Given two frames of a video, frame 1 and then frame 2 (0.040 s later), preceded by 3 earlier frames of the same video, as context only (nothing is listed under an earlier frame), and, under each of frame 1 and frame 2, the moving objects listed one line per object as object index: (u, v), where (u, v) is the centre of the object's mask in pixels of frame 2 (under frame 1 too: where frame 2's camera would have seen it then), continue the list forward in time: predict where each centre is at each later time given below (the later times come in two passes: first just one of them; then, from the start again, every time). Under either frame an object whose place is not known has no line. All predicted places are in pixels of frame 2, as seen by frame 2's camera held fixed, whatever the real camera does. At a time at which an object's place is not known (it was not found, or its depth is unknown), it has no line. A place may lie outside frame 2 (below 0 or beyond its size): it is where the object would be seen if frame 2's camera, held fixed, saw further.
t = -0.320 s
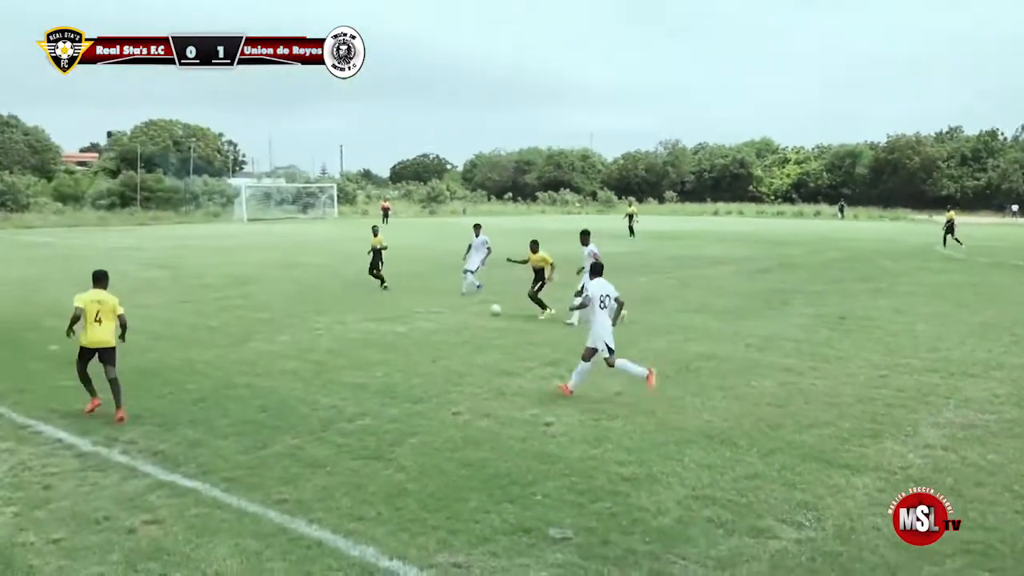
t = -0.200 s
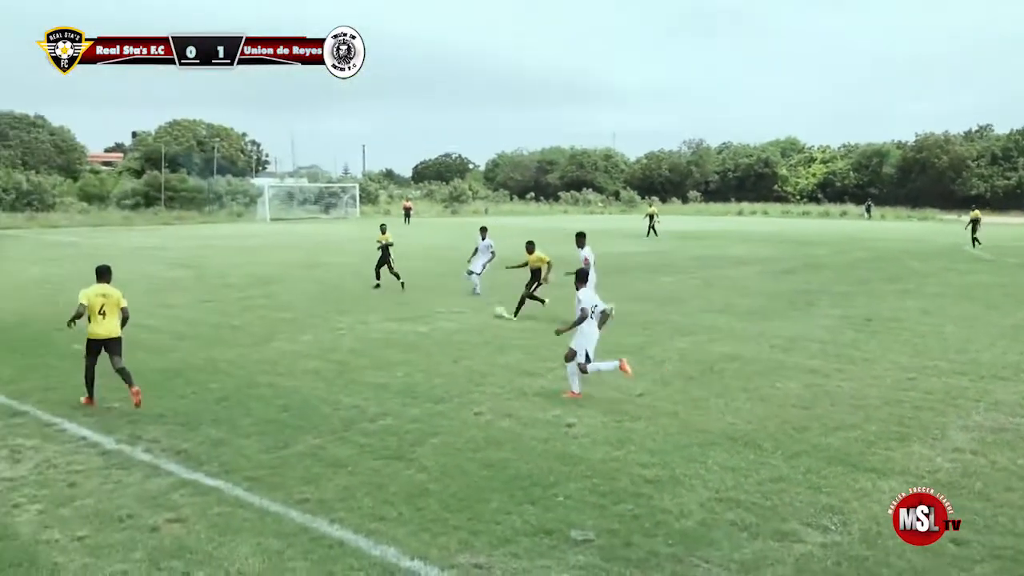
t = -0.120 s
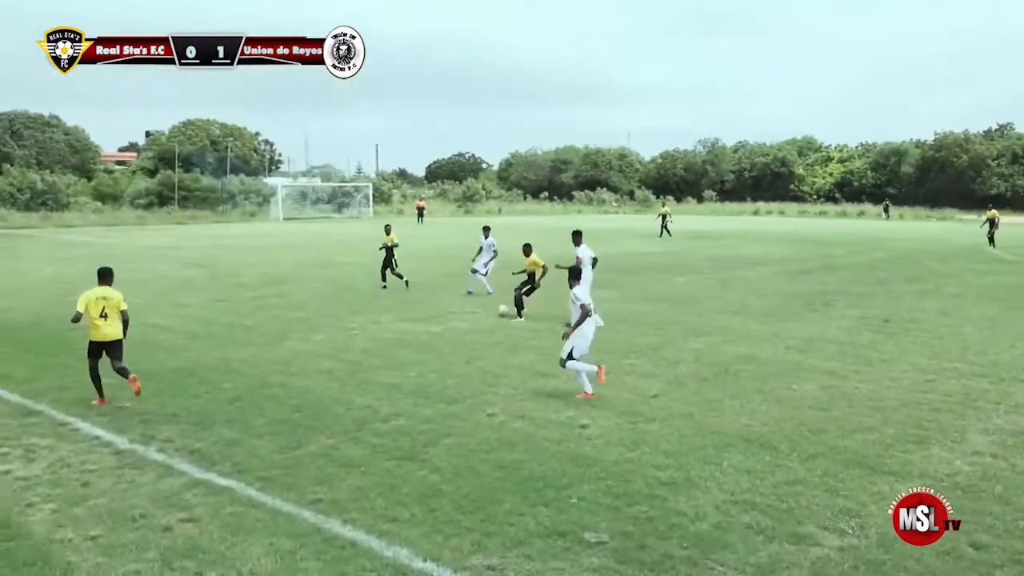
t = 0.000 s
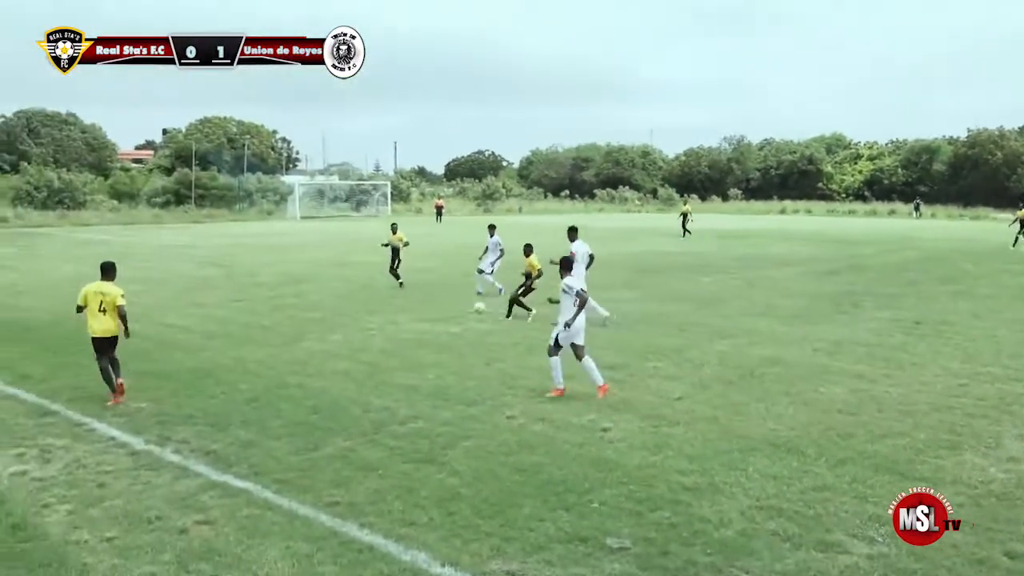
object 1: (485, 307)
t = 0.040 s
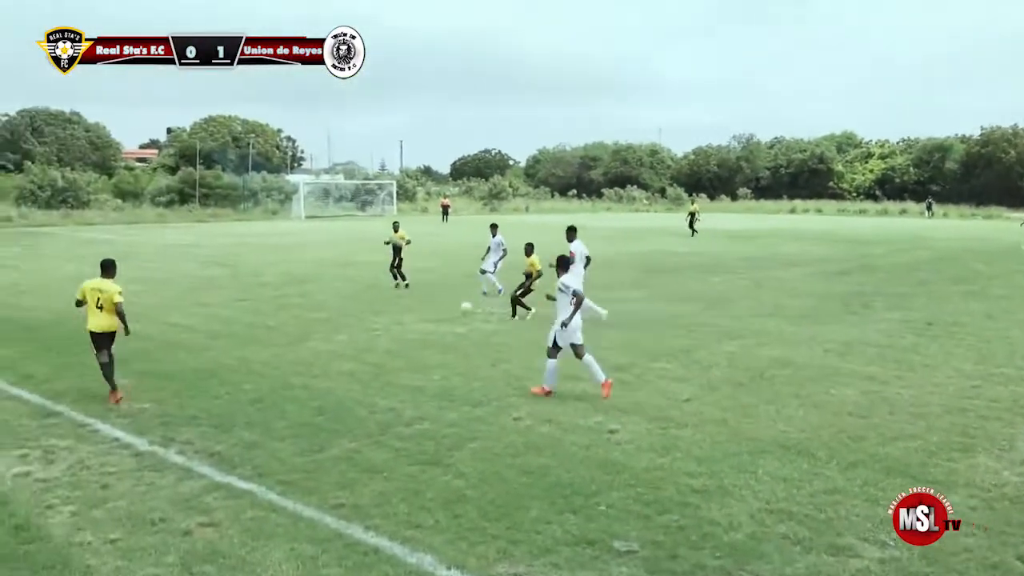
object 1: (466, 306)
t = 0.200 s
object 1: (383, 317)
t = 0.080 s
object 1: (446, 308)
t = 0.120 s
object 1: (425, 309)
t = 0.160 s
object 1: (405, 312)
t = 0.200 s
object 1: (383, 317)
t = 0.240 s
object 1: (362, 322)
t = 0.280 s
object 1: (338, 329)
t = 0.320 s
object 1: (316, 334)
